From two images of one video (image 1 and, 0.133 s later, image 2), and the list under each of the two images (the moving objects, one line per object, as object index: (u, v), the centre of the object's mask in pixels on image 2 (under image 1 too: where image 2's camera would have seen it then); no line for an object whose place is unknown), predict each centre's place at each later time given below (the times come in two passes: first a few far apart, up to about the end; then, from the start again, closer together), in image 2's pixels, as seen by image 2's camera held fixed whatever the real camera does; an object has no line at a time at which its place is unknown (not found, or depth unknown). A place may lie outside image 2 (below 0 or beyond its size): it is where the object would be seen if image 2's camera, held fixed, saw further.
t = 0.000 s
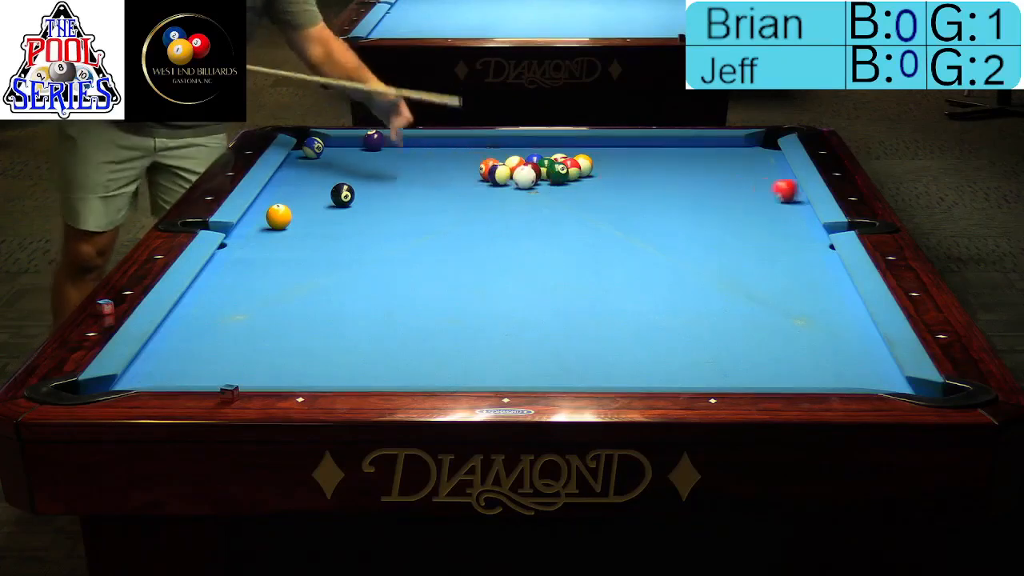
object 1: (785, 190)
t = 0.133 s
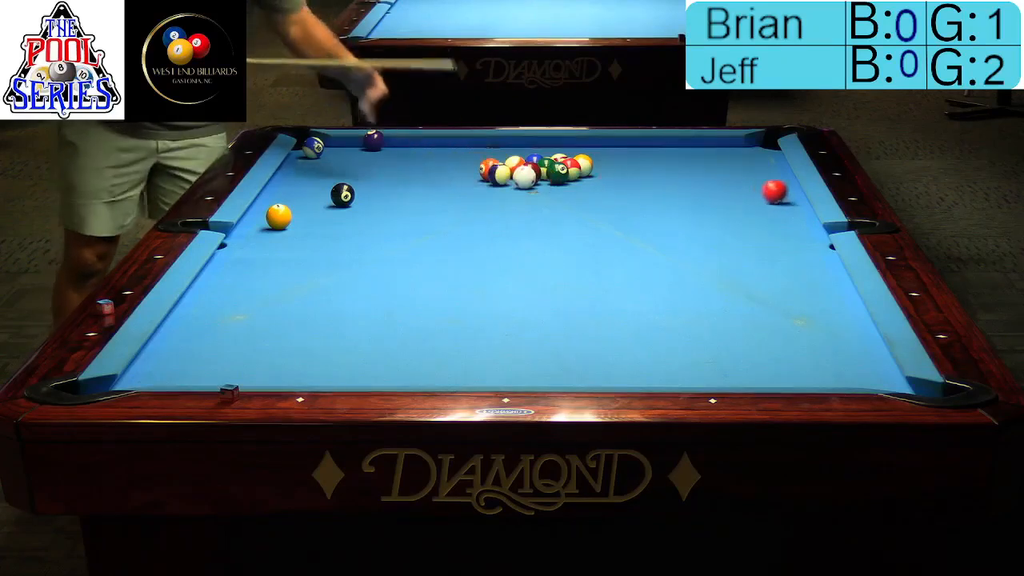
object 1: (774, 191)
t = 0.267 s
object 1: (755, 192)
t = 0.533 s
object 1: (718, 194)
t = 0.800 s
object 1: (684, 196)
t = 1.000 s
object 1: (659, 196)
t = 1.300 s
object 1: (626, 198)
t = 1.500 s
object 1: (602, 200)
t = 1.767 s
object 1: (578, 201)
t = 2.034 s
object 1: (556, 202)
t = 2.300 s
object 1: (537, 204)
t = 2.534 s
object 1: (522, 205)
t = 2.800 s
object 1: (508, 205)
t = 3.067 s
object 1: (497, 206)
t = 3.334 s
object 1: (488, 206)
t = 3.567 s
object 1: (483, 206)
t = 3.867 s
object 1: (479, 207)
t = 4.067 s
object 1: (479, 207)
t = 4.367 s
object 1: (480, 207)
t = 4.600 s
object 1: (479, 207)
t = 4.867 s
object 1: (479, 207)
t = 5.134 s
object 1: (479, 206)
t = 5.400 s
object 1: (479, 207)
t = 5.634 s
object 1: (479, 207)
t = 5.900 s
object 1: (479, 207)
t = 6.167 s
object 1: (479, 207)
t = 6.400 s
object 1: (479, 207)
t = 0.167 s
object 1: (769, 191)
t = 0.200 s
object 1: (765, 192)
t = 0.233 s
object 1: (760, 192)
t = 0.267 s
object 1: (755, 192)
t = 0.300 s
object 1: (750, 192)
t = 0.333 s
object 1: (746, 193)
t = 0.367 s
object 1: (741, 193)
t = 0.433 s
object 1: (731, 193)
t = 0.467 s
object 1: (727, 194)
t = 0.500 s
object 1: (722, 194)
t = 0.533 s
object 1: (718, 194)
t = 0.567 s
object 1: (714, 194)
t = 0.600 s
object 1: (709, 194)
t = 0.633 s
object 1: (705, 194)
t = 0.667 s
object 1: (701, 195)
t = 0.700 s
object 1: (696, 195)
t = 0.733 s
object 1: (692, 195)
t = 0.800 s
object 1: (684, 196)
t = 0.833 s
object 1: (679, 196)
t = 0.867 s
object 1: (675, 196)
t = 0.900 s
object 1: (671, 196)
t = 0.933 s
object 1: (667, 196)
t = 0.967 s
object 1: (663, 197)
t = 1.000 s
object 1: (659, 196)
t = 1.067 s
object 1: (652, 197)
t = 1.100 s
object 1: (648, 197)
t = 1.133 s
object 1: (644, 198)
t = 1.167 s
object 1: (641, 198)
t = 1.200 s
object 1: (637, 198)
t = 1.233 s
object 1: (633, 198)
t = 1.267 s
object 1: (629, 198)
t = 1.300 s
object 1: (626, 198)
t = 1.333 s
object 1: (622, 199)
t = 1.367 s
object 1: (619, 199)
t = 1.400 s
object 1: (616, 199)
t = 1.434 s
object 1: (613, 199)
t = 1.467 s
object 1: (606, 200)
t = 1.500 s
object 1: (602, 200)
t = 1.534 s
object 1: (599, 200)
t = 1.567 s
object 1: (596, 200)
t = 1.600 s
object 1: (593, 200)
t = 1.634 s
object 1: (590, 200)
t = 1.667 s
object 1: (587, 200)
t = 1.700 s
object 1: (584, 201)
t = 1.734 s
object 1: (581, 201)
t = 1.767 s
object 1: (578, 201)
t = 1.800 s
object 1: (575, 201)
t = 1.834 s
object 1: (572, 201)
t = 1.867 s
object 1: (570, 201)
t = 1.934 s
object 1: (564, 202)
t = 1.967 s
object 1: (561, 202)
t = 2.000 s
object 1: (559, 202)
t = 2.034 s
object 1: (556, 202)
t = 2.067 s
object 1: (554, 202)
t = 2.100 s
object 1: (551, 203)
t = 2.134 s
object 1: (549, 203)
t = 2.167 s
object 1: (546, 203)
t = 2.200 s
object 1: (544, 203)
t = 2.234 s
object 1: (542, 203)
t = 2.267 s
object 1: (539, 203)
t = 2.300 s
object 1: (537, 204)
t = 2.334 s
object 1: (535, 204)
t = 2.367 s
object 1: (532, 204)
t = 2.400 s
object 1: (530, 204)
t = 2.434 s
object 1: (528, 204)
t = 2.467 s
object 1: (526, 204)
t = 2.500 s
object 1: (524, 204)
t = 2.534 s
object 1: (522, 205)
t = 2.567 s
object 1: (520, 205)
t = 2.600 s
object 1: (519, 204)
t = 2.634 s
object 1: (517, 205)
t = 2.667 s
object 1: (515, 205)
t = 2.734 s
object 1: (511, 205)
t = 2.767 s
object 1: (510, 205)
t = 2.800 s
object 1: (508, 205)
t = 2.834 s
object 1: (506, 205)
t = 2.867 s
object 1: (505, 205)
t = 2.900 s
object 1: (503, 205)
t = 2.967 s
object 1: (501, 206)
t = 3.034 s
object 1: (498, 206)
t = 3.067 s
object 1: (497, 206)
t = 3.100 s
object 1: (496, 206)
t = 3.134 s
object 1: (494, 206)
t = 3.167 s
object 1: (493, 206)
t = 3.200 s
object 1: (492, 206)
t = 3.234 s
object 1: (491, 206)
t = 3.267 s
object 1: (490, 206)
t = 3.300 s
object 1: (489, 206)
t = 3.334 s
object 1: (488, 206)
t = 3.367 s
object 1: (487, 206)
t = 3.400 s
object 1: (486, 206)
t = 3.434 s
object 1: (486, 206)
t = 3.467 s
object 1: (485, 206)
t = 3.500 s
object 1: (484, 207)
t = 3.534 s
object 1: (483, 207)
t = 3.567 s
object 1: (483, 206)
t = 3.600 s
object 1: (483, 206)
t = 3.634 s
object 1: (481, 206)
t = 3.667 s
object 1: (481, 206)
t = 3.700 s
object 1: (481, 206)
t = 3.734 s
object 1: (480, 206)
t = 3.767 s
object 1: (480, 207)
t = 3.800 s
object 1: (479, 207)
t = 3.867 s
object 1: (479, 207)
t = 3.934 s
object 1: (479, 207)
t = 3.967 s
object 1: (479, 207)
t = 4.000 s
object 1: (479, 207)
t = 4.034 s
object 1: (479, 207)
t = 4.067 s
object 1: (479, 207)
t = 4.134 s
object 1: (479, 207)
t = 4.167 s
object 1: (479, 207)
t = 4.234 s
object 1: (479, 207)
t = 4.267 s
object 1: (479, 207)
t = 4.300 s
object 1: (479, 207)
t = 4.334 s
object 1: (479, 207)
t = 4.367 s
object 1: (480, 207)
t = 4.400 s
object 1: (479, 207)
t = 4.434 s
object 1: (479, 207)
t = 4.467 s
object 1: (479, 207)
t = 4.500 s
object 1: (479, 207)
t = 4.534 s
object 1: (479, 207)
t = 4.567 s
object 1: (479, 207)
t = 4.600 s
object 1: (479, 207)
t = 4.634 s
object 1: (479, 207)
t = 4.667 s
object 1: (479, 206)
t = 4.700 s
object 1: (479, 207)
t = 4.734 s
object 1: (479, 207)
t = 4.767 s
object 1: (479, 206)
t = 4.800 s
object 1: (479, 206)
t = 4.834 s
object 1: (479, 206)
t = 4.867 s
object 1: (479, 207)
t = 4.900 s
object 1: (479, 206)
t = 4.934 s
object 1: (479, 207)
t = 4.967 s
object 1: (479, 207)
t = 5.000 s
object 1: (480, 207)
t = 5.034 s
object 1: (479, 206)
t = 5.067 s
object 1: (479, 207)
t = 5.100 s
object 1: (479, 206)
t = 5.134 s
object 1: (479, 206)
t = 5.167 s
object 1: (479, 207)
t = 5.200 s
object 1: (479, 206)
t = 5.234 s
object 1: (479, 207)
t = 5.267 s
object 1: (479, 206)
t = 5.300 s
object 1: (479, 207)
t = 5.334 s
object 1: (479, 206)
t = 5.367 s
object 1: (479, 206)
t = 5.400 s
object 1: (479, 207)
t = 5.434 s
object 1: (479, 206)
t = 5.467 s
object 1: (479, 207)
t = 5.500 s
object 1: (479, 206)
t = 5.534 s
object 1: (479, 207)
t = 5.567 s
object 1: (479, 206)
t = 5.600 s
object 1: (479, 206)
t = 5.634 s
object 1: (479, 207)
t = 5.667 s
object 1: (479, 206)
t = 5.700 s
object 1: (479, 207)
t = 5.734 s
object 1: (479, 206)
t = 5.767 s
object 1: (479, 207)
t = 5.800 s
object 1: (479, 207)
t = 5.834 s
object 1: (479, 207)
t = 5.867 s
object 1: (479, 206)
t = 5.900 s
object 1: (479, 207)
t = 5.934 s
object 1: (479, 206)
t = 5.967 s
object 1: (479, 206)
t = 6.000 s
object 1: (479, 206)
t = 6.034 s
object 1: (479, 207)
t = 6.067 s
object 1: (479, 206)
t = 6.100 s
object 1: (479, 207)
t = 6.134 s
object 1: (479, 206)
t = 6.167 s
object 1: (479, 207)
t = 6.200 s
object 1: (479, 207)
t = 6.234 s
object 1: (479, 207)
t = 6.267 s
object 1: (479, 207)
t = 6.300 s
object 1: (479, 207)
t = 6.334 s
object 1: (479, 207)
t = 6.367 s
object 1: (479, 207)
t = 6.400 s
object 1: (479, 207)
